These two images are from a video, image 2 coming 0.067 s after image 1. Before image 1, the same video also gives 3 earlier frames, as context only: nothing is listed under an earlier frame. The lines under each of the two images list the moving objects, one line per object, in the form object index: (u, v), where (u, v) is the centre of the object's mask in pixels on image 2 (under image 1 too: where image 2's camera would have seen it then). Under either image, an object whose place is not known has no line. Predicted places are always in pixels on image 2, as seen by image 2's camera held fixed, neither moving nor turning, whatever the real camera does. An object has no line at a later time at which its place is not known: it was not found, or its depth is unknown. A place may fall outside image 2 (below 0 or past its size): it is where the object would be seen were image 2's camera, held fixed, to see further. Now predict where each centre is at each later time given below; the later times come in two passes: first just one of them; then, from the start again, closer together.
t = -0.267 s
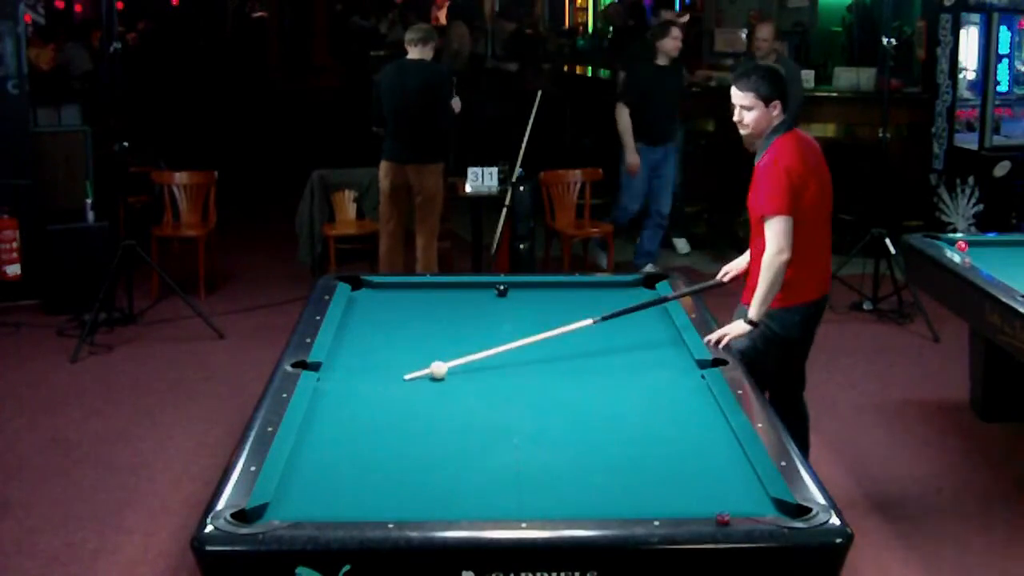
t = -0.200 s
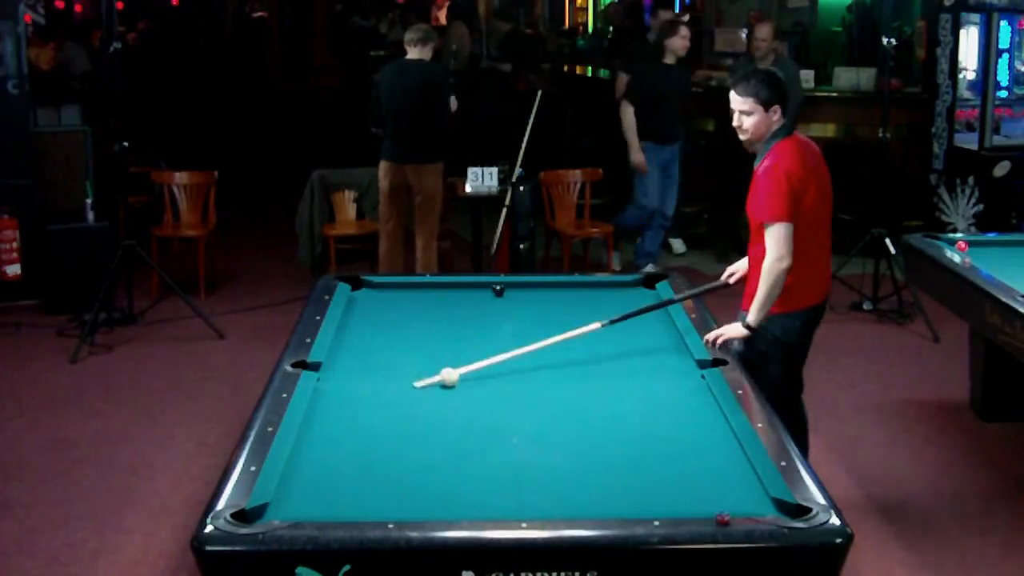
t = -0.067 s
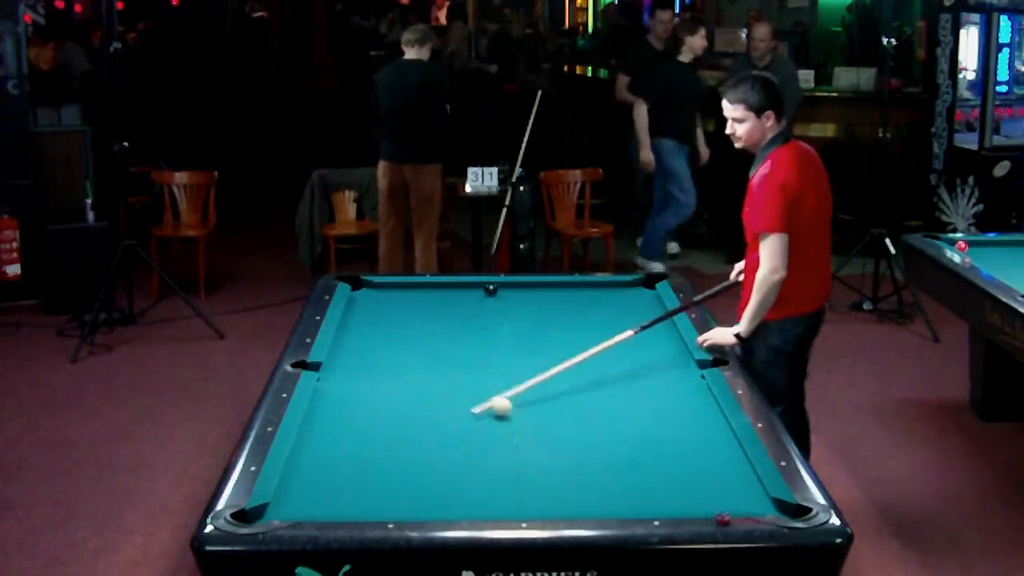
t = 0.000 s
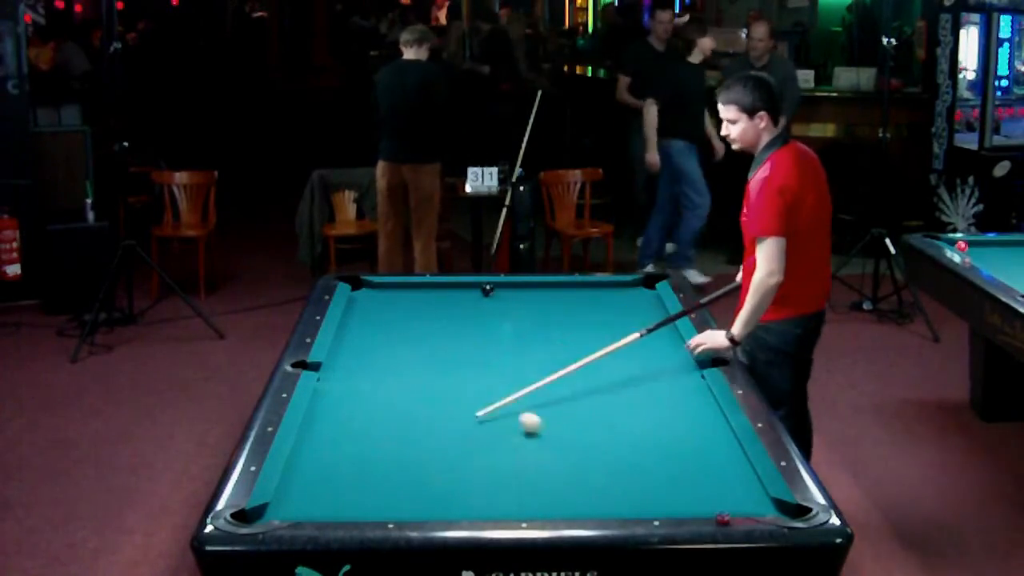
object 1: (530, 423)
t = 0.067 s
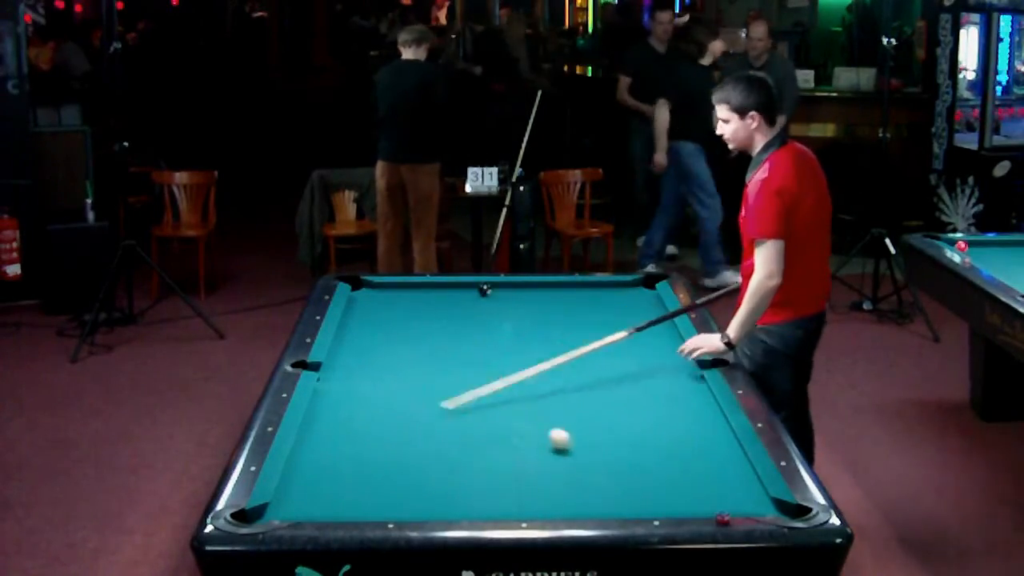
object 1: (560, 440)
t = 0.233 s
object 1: (631, 480)
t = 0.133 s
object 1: (588, 455)
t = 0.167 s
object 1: (602, 464)
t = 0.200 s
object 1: (616, 471)
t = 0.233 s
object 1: (631, 480)
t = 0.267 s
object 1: (645, 488)
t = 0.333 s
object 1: (677, 502)
